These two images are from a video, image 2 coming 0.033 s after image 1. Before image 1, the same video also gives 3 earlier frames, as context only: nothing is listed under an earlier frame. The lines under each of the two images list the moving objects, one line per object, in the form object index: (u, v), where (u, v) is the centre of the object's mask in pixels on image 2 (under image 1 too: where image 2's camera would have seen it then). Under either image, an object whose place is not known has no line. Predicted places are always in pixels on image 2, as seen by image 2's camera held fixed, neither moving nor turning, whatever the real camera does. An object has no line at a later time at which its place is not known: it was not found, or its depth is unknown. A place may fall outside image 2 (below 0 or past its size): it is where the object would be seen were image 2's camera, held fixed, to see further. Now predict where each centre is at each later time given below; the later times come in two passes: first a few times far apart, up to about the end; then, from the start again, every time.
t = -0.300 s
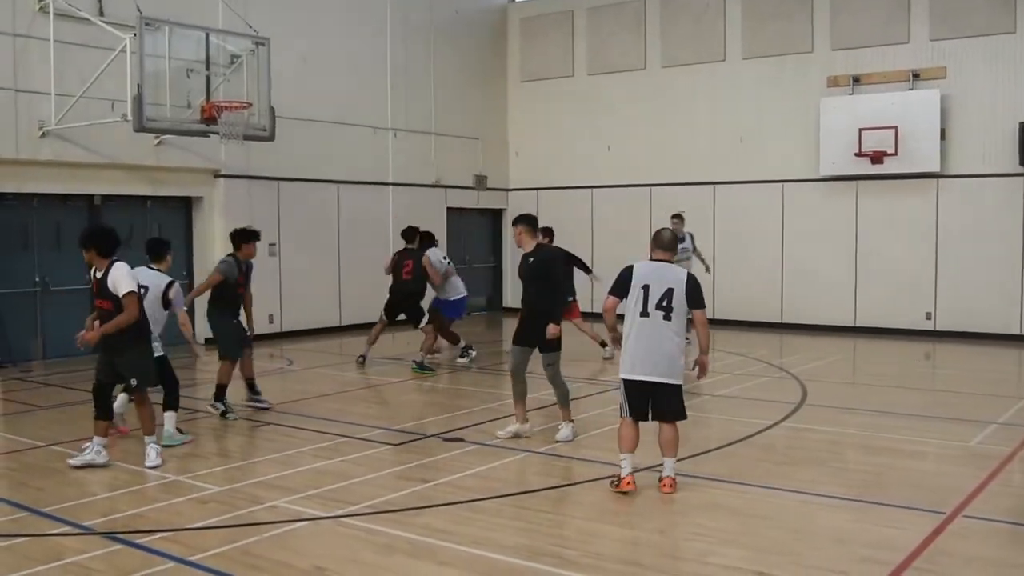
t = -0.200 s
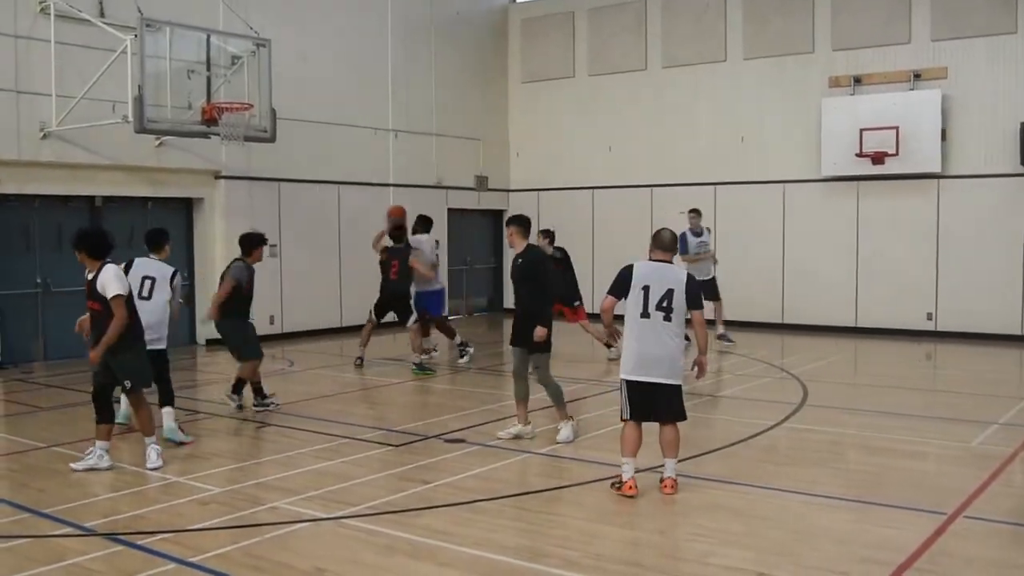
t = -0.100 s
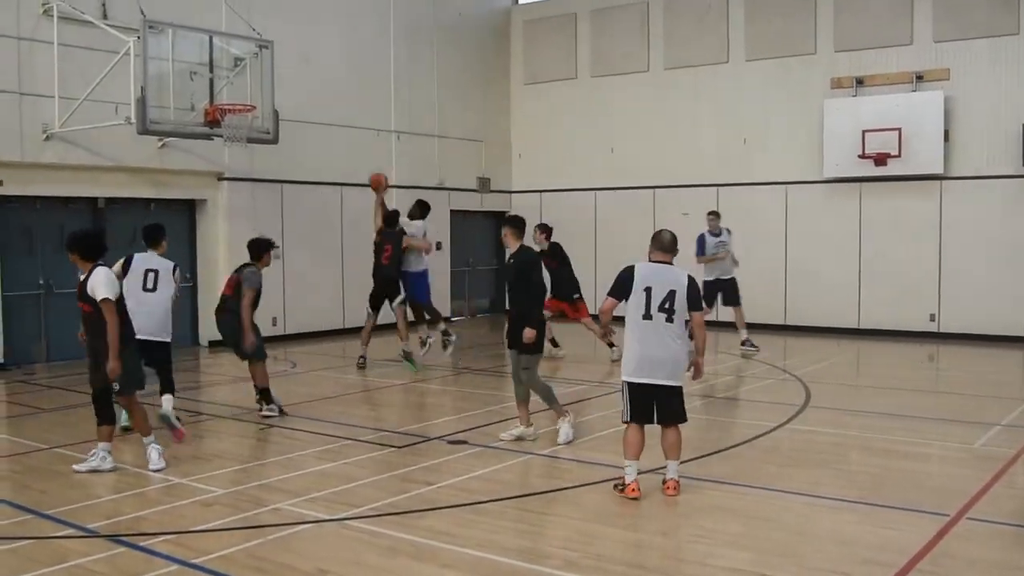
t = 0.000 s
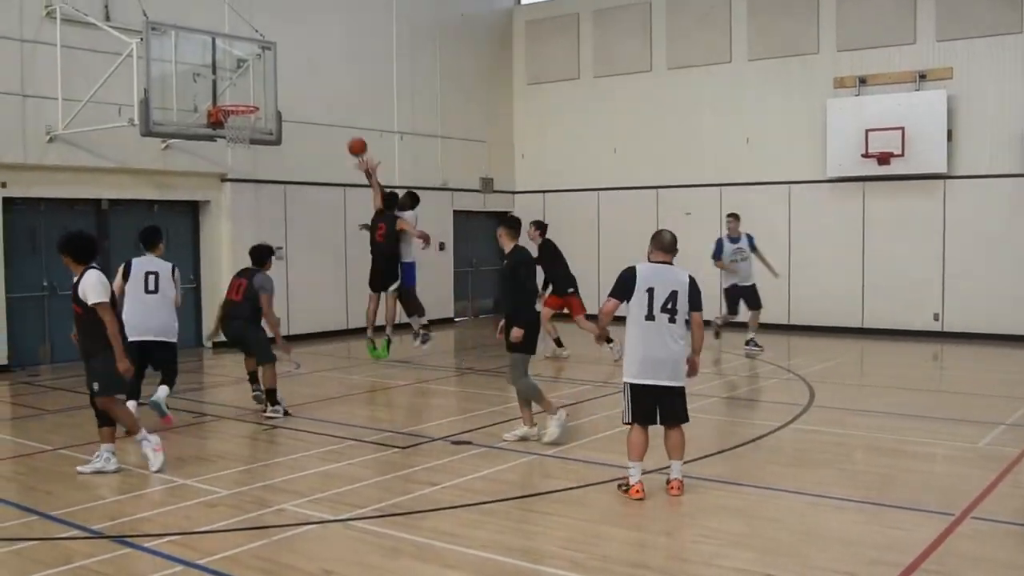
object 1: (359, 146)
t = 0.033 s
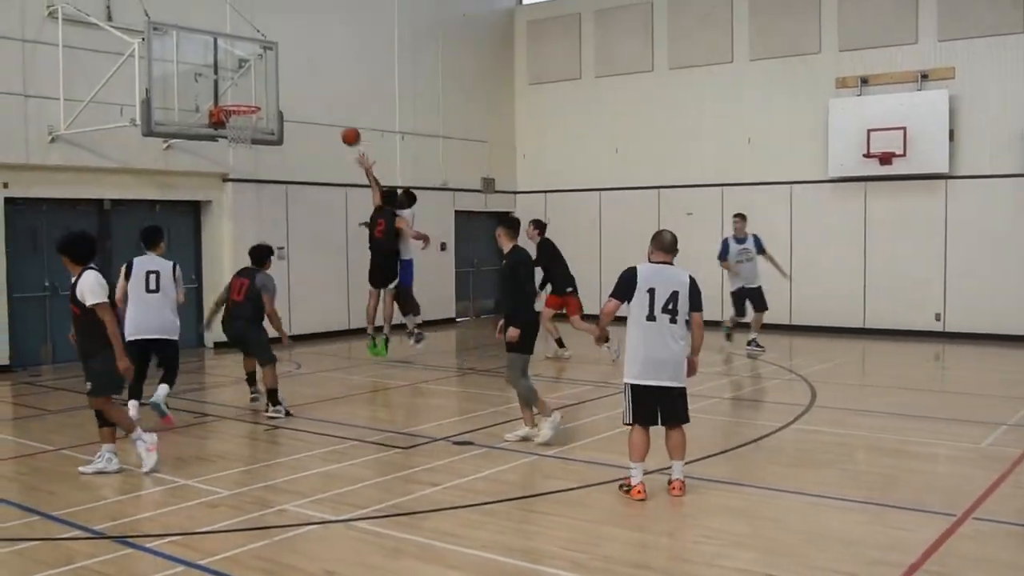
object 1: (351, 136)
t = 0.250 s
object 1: (297, 89)
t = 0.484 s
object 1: (238, 81)
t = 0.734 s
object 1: (234, 100)
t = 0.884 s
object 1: (248, 113)
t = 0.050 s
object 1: (347, 131)
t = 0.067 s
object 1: (343, 127)
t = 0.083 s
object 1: (339, 122)
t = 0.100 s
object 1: (334, 118)
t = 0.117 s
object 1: (330, 114)
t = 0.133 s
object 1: (326, 110)
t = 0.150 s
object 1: (322, 106)
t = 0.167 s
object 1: (318, 103)
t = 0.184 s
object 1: (314, 100)
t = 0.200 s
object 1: (310, 97)
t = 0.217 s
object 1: (305, 94)
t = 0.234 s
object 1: (301, 92)
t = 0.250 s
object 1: (297, 89)
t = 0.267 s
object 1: (293, 87)
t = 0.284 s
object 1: (289, 85)
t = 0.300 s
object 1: (285, 84)
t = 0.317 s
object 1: (280, 82)
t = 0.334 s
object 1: (277, 81)
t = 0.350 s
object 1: (272, 80)
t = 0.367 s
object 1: (268, 79)
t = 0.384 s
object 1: (264, 79)
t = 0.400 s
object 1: (259, 78)
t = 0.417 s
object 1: (255, 79)
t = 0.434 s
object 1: (251, 79)
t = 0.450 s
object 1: (246, 79)
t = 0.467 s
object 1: (242, 81)
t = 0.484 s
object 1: (238, 81)
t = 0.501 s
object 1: (234, 82)
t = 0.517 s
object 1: (233, 82)
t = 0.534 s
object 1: (233, 83)
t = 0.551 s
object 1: (232, 84)
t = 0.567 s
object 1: (231, 85)
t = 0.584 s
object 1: (230, 87)
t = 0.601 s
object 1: (230, 88)
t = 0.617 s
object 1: (229, 90)
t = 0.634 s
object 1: (229, 92)
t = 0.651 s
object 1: (229, 94)
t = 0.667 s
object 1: (228, 97)
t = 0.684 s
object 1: (227, 99)
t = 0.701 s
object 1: (228, 99)
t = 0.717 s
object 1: (230, 100)
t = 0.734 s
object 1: (234, 100)
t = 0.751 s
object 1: (237, 101)
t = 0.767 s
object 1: (240, 105)
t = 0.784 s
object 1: (243, 106)
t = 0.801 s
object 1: (245, 108)
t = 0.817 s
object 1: (246, 109)
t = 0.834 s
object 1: (248, 109)
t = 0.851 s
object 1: (248, 110)
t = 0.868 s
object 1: (249, 112)
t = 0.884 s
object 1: (248, 113)
